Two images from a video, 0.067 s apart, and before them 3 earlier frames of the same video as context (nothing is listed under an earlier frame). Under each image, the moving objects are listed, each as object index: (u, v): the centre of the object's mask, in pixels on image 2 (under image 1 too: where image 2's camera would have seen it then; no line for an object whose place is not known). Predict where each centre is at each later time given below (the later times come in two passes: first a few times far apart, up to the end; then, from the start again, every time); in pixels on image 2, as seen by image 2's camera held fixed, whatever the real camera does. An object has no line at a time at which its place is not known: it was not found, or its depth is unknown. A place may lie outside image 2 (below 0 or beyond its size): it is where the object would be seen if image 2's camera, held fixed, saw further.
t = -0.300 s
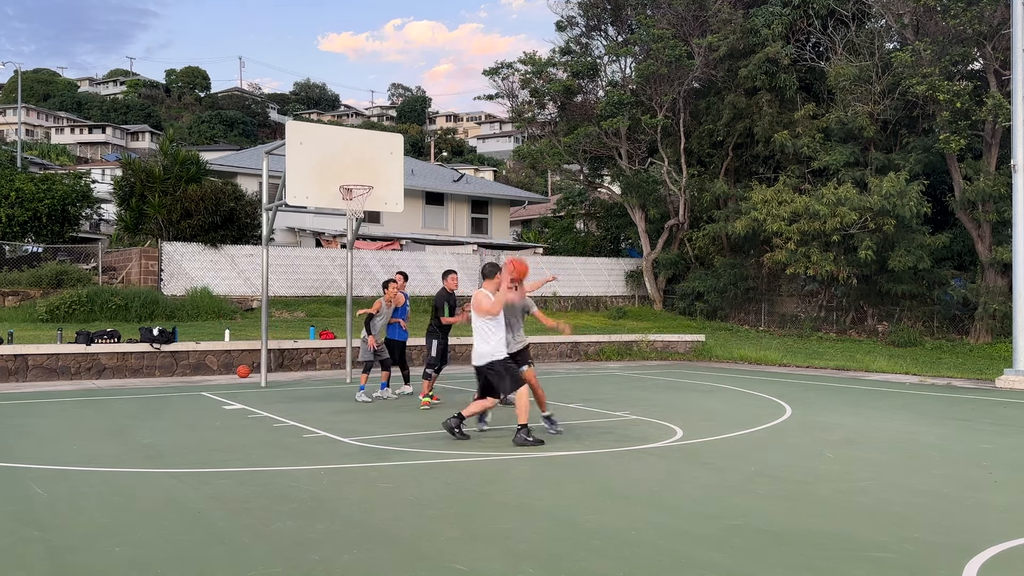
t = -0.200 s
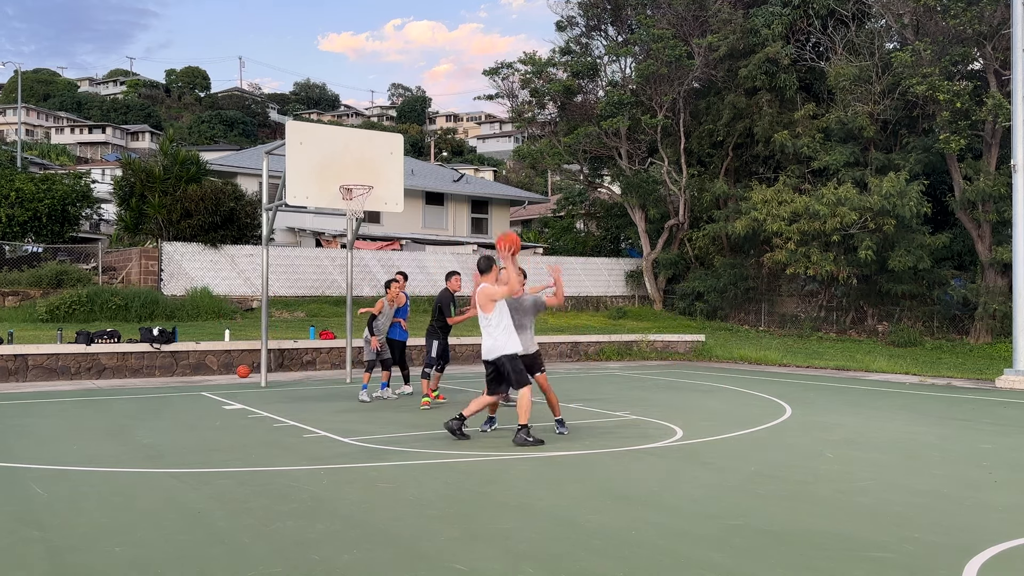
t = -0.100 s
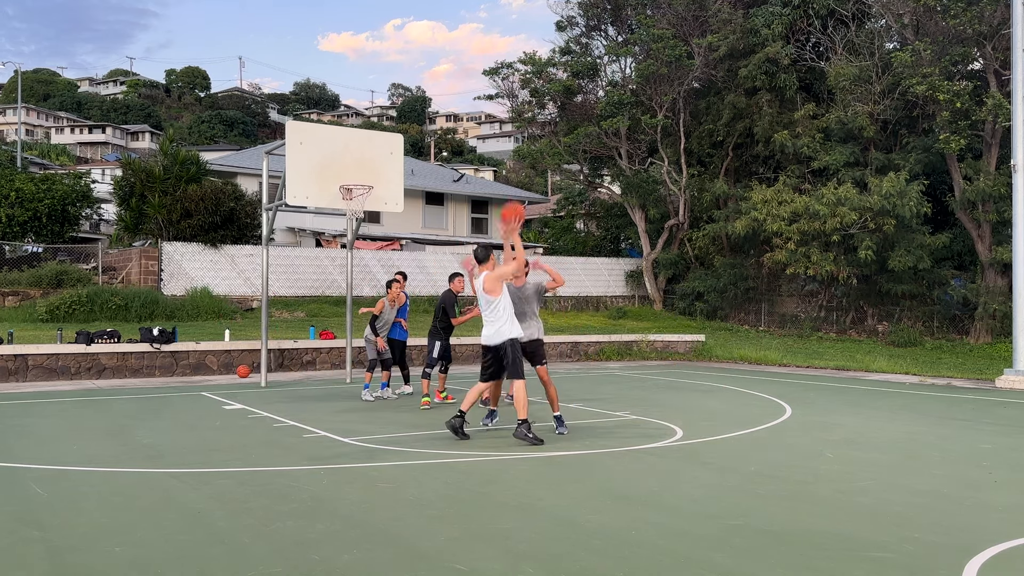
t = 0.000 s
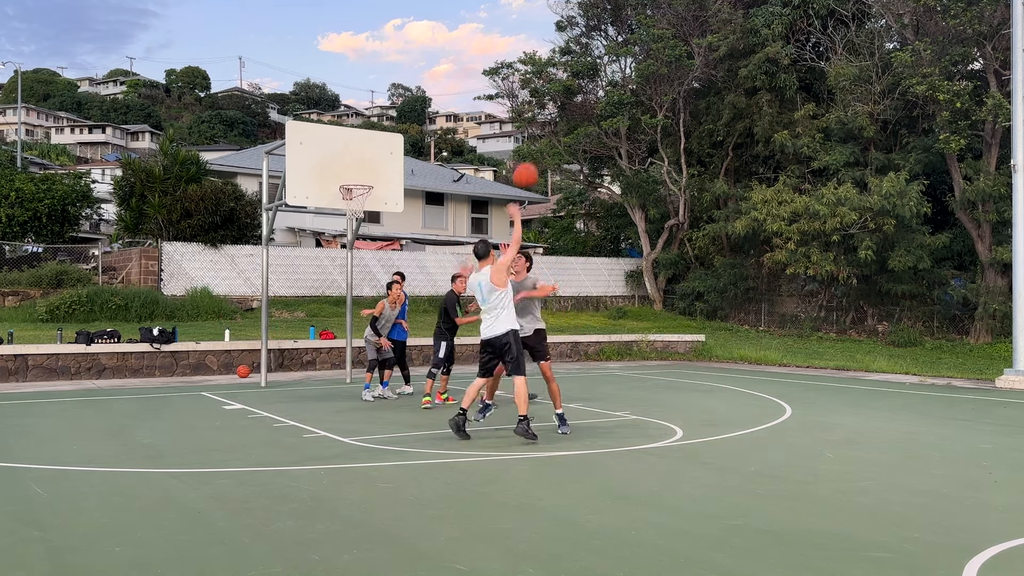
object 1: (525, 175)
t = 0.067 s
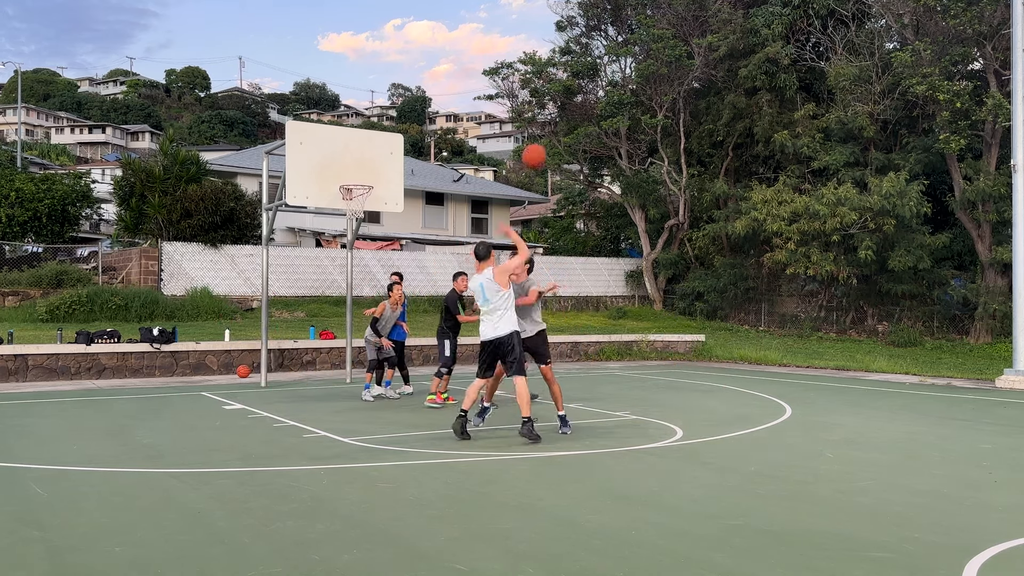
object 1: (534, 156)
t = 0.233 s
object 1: (552, 130)
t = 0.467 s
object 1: (572, 139)
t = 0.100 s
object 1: (538, 149)
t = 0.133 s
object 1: (541, 142)
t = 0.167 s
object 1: (545, 138)
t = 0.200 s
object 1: (548, 133)
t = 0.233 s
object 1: (552, 130)
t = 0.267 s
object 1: (555, 129)
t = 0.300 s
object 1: (558, 129)
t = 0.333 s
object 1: (561, 129)
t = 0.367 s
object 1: (564, 130)
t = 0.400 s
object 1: (567, 132)
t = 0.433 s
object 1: (569, 135)
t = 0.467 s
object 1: (572, 139)
